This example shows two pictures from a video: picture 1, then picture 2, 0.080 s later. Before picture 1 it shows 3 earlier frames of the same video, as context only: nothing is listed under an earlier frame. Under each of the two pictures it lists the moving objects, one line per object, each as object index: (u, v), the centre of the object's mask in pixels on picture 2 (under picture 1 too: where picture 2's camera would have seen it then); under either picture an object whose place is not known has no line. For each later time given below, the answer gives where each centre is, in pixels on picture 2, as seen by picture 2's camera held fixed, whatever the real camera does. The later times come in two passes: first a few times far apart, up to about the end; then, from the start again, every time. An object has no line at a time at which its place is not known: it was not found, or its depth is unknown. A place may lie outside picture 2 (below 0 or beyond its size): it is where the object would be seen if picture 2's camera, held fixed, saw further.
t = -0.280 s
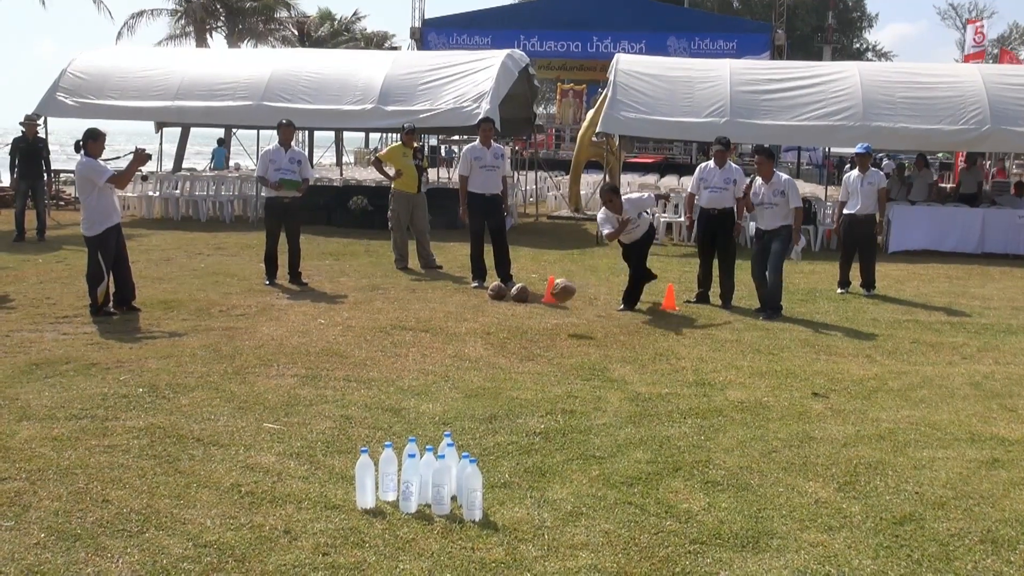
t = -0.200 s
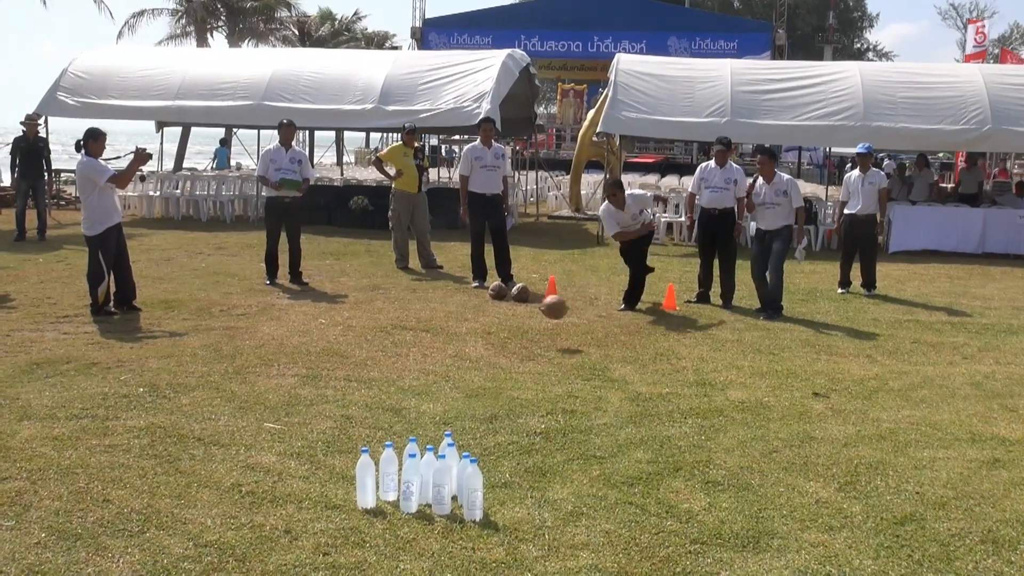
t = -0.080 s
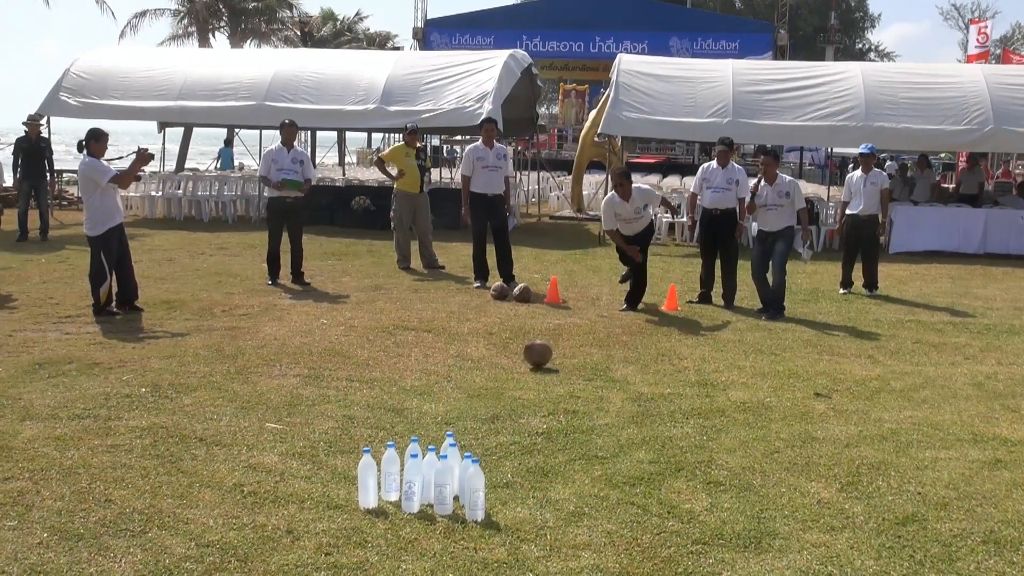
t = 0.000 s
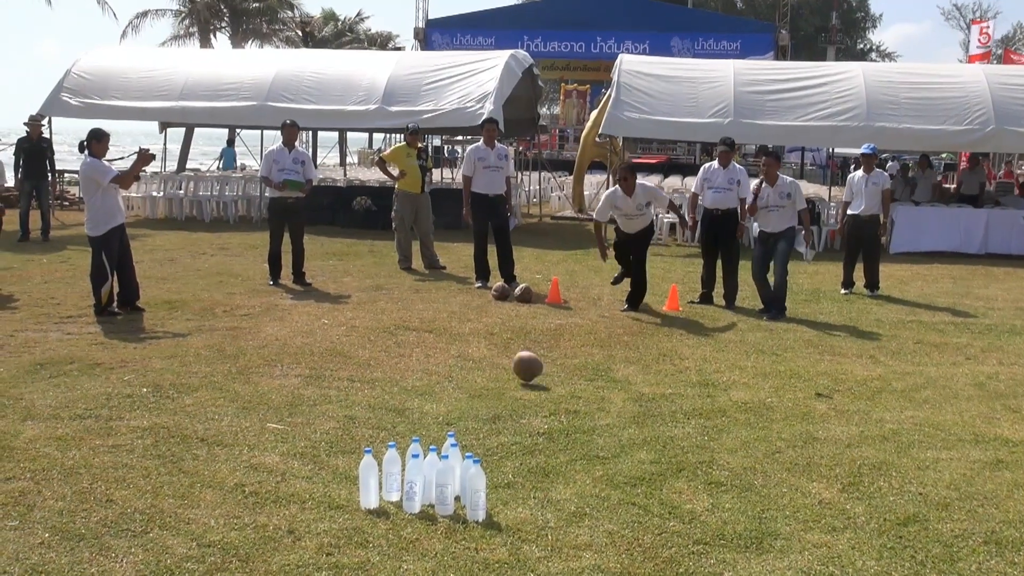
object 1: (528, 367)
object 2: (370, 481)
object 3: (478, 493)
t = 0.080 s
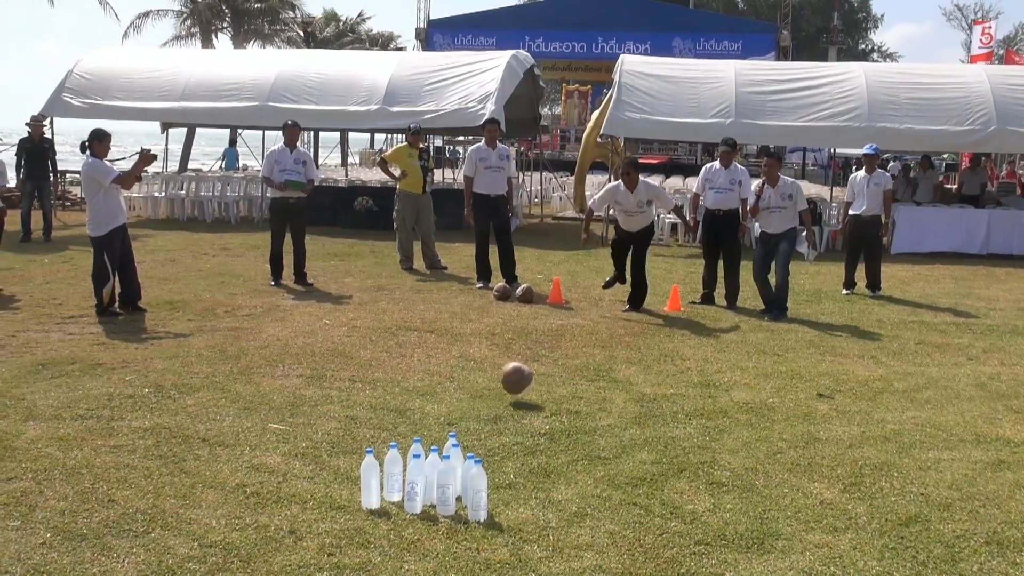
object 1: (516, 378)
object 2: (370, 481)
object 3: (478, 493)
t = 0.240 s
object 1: (483, 425)
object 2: (370, 481)
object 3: (478, 493)
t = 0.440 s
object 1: (424, 442)
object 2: (370, 481)
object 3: (479, 495)
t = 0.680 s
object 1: (368, 506)
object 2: (346, 472)
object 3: (484, 520)
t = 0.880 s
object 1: (305, 526)
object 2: (342, 499)
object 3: (488, 523)
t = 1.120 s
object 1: (232, 554)
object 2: (338, 501)
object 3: (487, 523)
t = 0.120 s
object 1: (509, 390)
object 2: (370, 481)
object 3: (478, 493)
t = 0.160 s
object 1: (502, 403)
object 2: (370, 481)
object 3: (478, 493)
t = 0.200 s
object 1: (492, 424)
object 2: (370, 481)
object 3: (478, 493)
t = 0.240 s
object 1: (483, 425)
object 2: (370, 481)
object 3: (478, 493)
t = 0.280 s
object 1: (472, 430)
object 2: (370, 481)
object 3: (478, 493)
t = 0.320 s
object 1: (462, 435)
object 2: (370, 481)
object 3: (478, 493)
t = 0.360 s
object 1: (445, 439)
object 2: (370, 481)
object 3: (478, 493)
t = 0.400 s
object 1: (434, 440)
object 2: (370, 481)
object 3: (477, 493)
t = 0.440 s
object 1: (424, 442)
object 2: (370, 481)
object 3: (479, 495)
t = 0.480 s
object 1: (416, 445)
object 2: (370, 481)
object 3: (480, 500)
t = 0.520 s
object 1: (407, 450)
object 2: (368, 482)
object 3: (480, 500)
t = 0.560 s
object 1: (398, 458)
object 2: (365, 481)
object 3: (480, 507)
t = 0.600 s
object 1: (389, 469)
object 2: (362, 483)
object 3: (479, 517)
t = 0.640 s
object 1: (379, 484)
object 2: (352, 475)
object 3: (481, 527)
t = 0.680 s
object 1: (368, 506)
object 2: (346, 472)
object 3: (484, 520)
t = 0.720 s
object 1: (357, 526)
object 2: (348, 484)
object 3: (485, 520)
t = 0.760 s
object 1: (345, 520)
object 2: (338, 486)
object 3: (487, 521)
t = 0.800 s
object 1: (332, 516)
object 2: (347, 494)
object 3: (488, 523)
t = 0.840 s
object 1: (318, 520)
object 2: (352, 498)
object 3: (488, 523)
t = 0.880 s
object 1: (305, 526)
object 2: (342, 499)
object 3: (488, 523)
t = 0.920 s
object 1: (290, 538)
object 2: (338, 499)
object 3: (487, 523)
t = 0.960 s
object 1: (276, 549)
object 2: (337, 501)
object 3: (487, 523)
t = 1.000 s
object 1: (265, 547)
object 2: (338, 501)
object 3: (487, 523)
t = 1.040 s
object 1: (253, 550)
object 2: (338, 501)
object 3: (487, 523)
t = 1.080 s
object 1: (243, 554)
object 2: (338, 501)
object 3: (487, 523)
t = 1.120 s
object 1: (232, 554)
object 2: (338, 501)
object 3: (487, 523)
